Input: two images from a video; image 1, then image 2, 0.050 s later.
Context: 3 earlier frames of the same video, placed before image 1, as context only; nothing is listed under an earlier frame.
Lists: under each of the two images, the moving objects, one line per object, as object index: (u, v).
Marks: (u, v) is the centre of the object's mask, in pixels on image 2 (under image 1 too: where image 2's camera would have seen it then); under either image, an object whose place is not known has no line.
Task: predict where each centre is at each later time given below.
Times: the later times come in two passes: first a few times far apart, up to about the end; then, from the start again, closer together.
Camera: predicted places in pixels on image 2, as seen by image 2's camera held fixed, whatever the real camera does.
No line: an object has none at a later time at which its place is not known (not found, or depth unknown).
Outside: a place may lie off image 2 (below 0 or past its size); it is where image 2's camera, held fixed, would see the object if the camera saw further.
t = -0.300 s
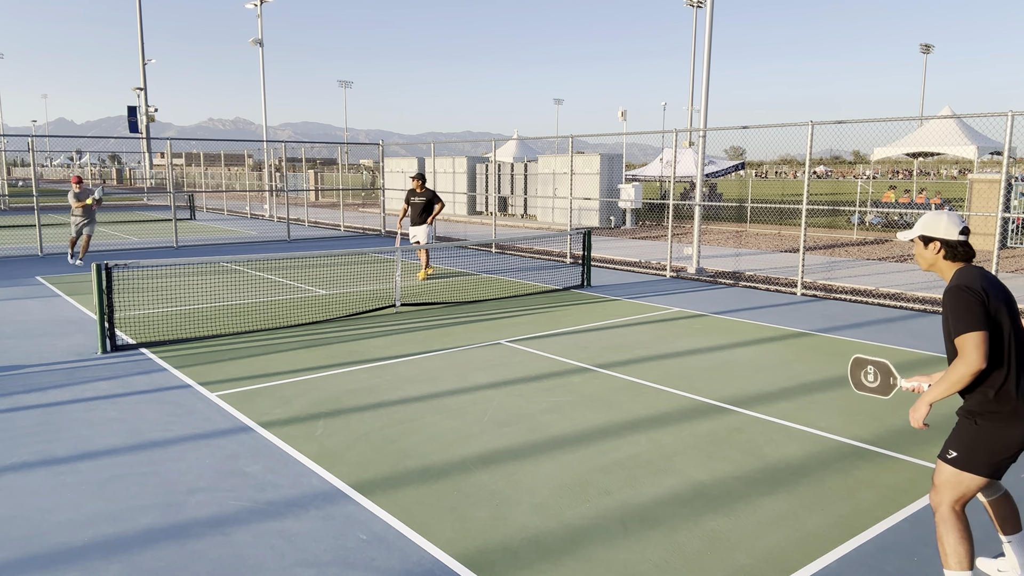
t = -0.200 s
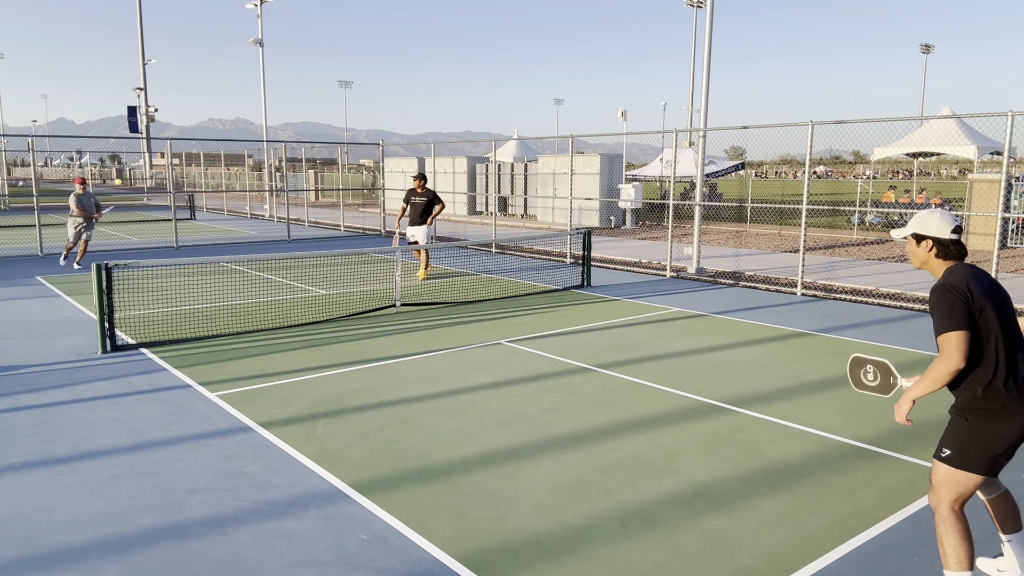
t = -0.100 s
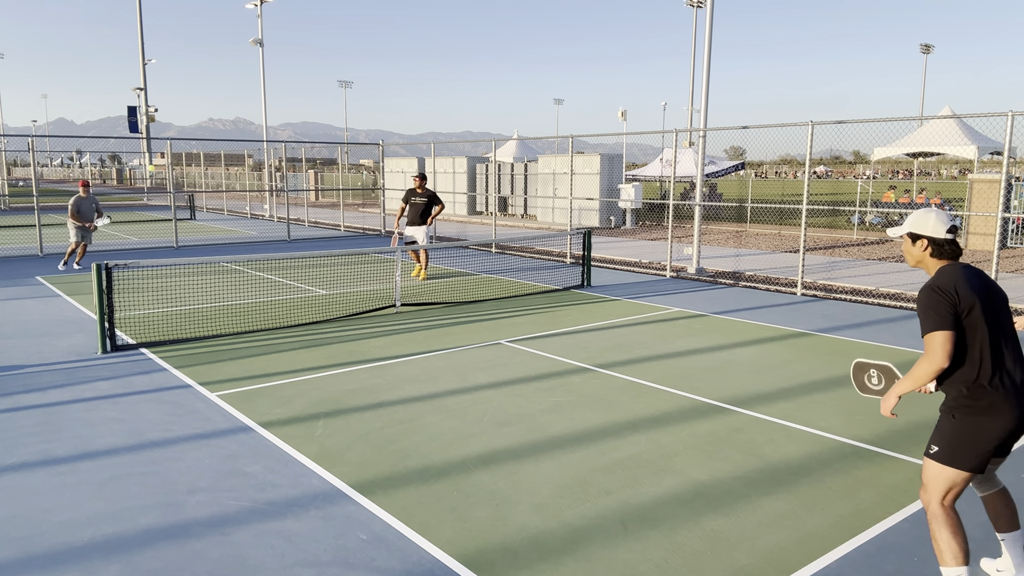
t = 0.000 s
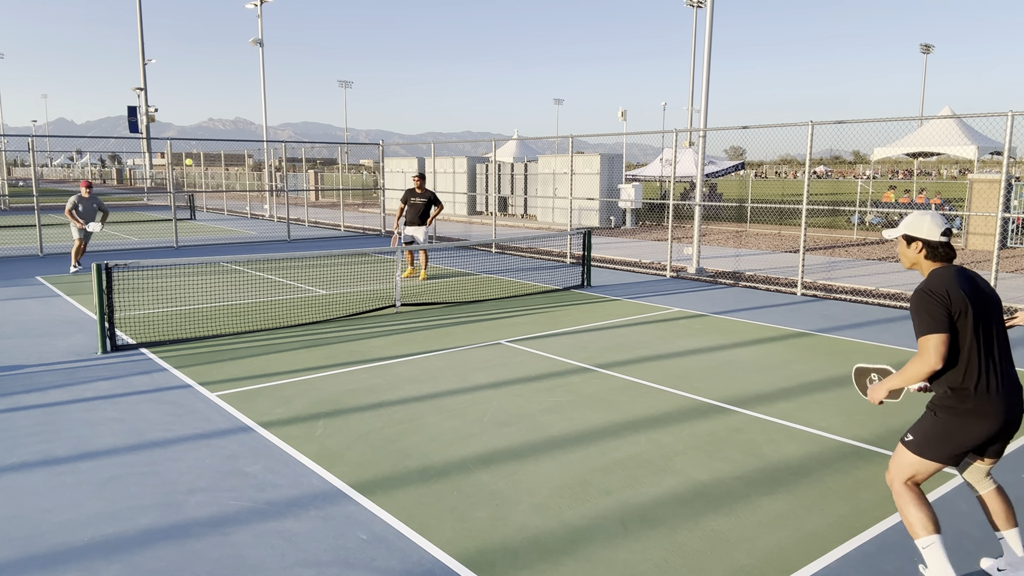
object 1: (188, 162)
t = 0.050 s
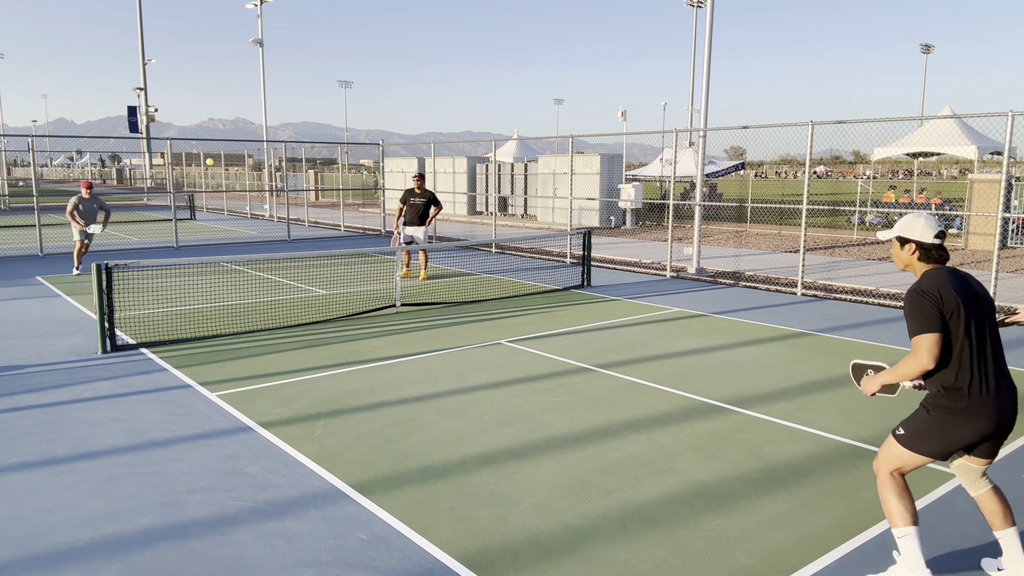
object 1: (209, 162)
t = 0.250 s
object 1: (307, 186)
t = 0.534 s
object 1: (483, 314)
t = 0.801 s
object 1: (658, 380)
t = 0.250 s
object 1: (307, 186)
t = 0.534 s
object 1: (483, 314)
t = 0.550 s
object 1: (495, 326)
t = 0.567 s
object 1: (507, 338)
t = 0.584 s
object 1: (519, 351)
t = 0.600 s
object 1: (532, 365)
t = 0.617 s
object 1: (544, 379)
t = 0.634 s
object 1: (558, 394)
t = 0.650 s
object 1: (571, 410)
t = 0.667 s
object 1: (584, 423)
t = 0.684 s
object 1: (592, 416)
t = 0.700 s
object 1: (602, 410)
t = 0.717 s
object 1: (610, 404)
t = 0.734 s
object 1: (620, 399)
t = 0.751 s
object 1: (629, 394)
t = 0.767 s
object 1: (639, 388)
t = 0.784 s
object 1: (648, 384)
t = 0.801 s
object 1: (658, 380)
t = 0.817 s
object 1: (668, 376)
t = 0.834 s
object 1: (679, 373)
